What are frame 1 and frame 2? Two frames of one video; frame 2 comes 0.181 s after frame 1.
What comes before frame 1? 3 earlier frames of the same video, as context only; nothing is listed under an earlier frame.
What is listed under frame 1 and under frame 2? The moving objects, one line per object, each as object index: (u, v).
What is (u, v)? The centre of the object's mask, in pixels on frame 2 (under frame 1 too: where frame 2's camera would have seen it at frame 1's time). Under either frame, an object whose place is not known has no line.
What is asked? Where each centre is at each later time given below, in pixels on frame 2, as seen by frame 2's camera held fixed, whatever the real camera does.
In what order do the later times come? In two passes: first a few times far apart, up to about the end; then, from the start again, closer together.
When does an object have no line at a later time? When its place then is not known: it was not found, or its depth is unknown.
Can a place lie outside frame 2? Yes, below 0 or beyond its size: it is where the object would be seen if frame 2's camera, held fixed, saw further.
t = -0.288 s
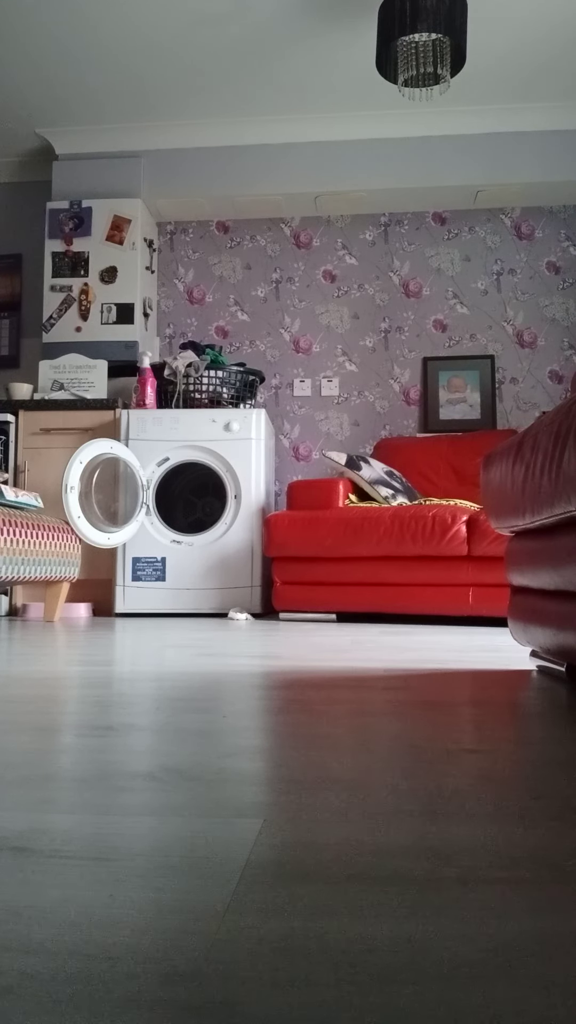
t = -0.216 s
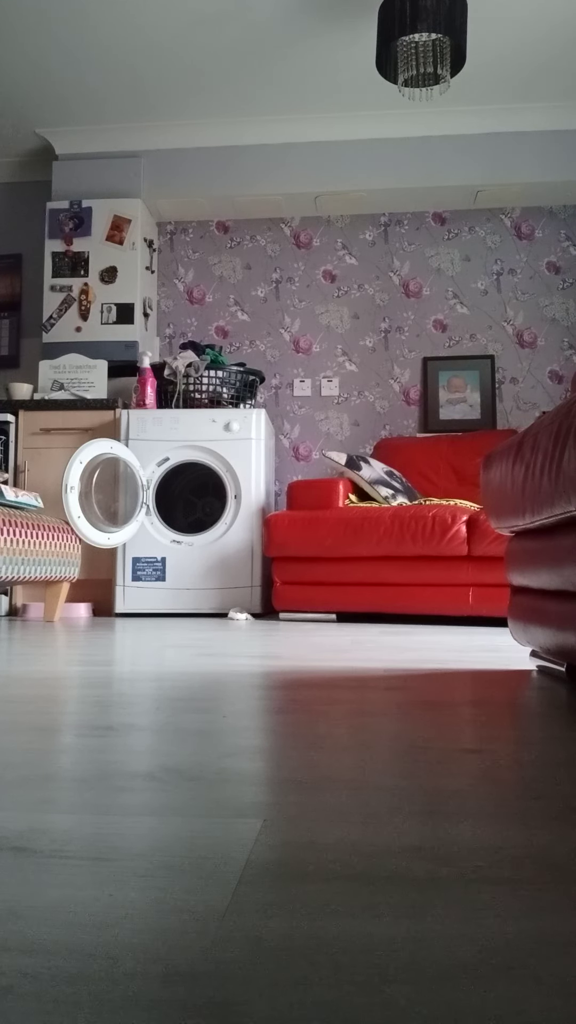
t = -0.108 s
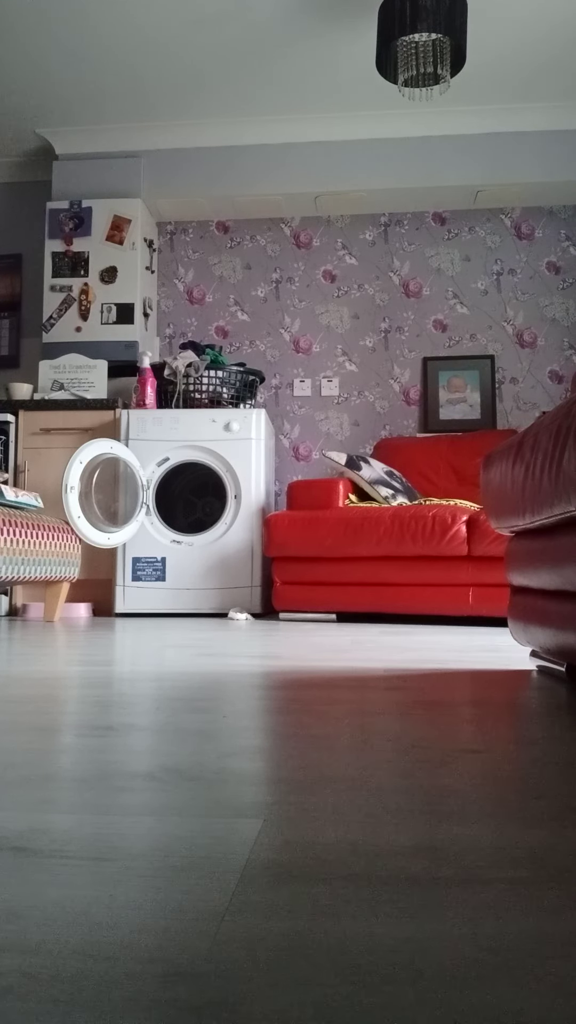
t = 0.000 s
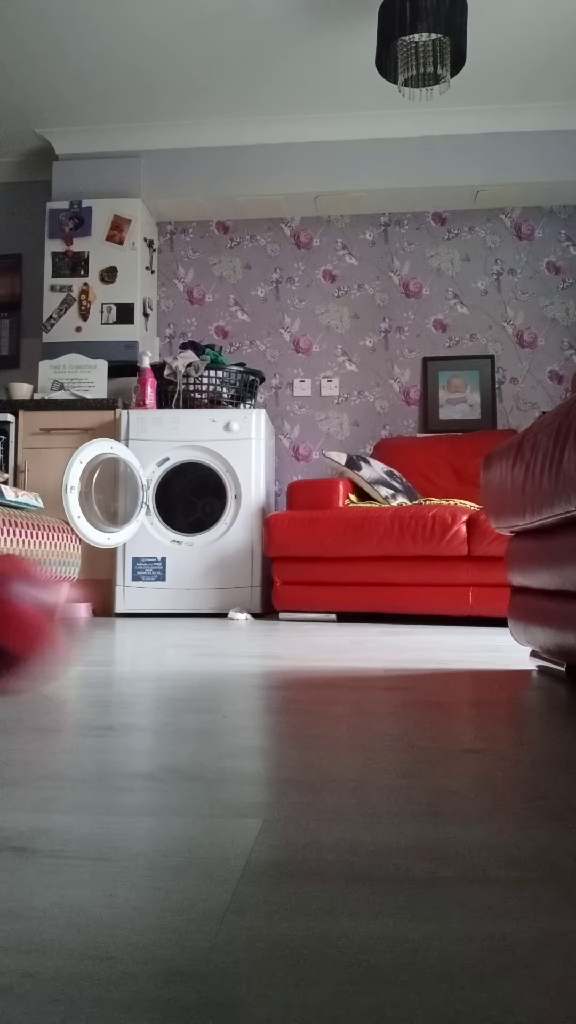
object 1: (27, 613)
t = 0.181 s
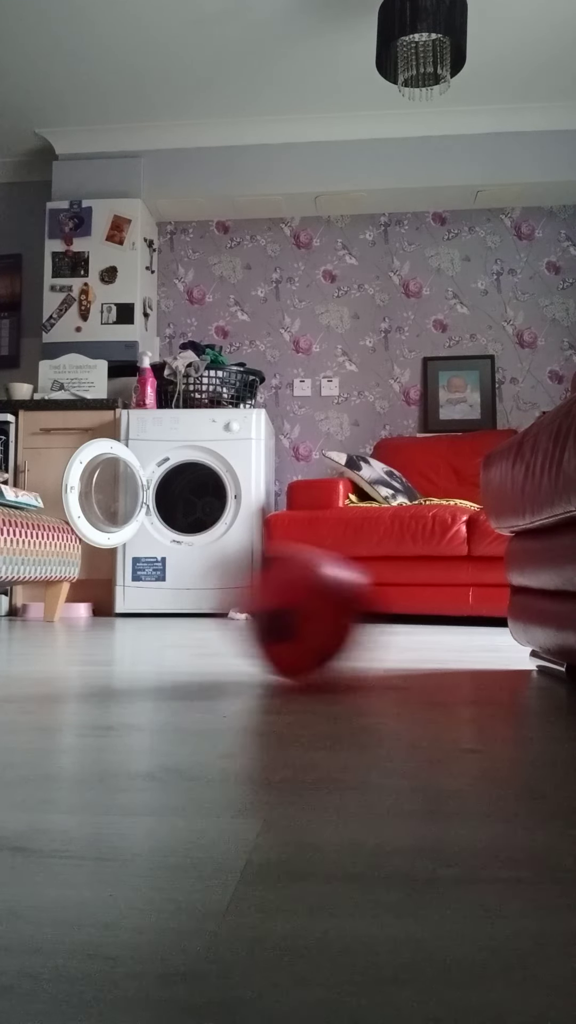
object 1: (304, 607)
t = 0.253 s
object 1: (422, 605)
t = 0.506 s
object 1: (262, 568)
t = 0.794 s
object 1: (109, 579)
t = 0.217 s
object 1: (364, 610)
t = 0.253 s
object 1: (422, 605)
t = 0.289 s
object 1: (477, 606)
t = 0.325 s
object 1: (460, 585)
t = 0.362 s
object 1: (419, 565)
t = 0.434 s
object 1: (322, 551)
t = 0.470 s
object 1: (294, 557)
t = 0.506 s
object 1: (262, 568)
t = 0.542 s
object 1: (230, 587)
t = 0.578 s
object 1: (196, 611)
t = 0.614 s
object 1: (175, 604)
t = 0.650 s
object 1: (161, 587)
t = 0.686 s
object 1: (147, 576)
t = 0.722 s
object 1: (135, 570)
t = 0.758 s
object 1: (122, 572)
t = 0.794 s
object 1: (109, 579)
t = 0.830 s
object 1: (97, 593)
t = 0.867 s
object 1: (84, 612)
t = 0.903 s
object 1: (60, 594)
